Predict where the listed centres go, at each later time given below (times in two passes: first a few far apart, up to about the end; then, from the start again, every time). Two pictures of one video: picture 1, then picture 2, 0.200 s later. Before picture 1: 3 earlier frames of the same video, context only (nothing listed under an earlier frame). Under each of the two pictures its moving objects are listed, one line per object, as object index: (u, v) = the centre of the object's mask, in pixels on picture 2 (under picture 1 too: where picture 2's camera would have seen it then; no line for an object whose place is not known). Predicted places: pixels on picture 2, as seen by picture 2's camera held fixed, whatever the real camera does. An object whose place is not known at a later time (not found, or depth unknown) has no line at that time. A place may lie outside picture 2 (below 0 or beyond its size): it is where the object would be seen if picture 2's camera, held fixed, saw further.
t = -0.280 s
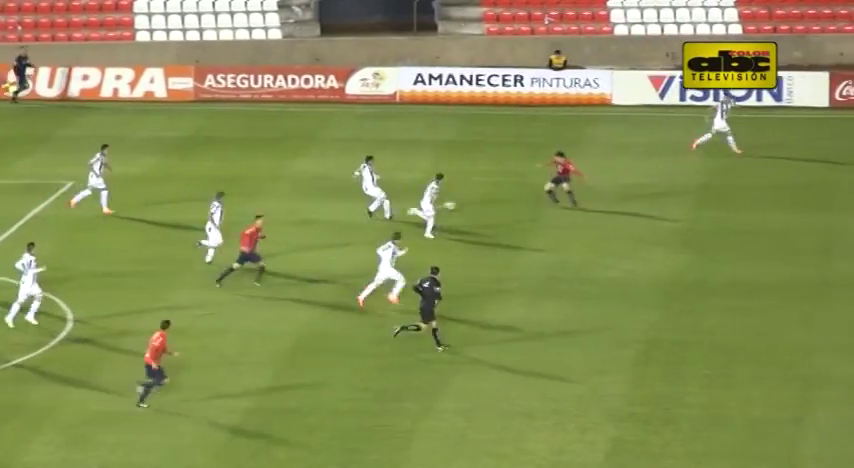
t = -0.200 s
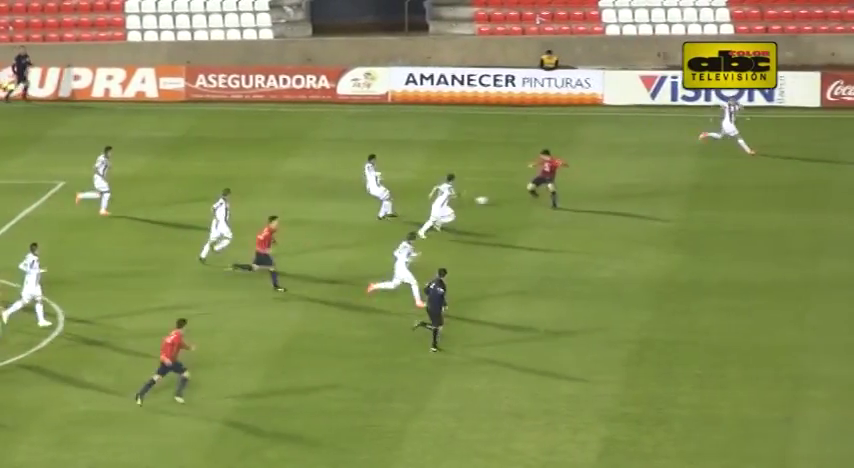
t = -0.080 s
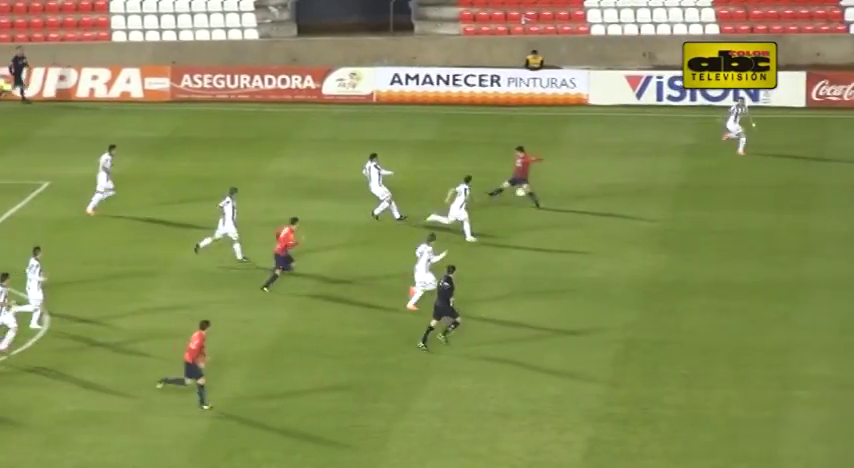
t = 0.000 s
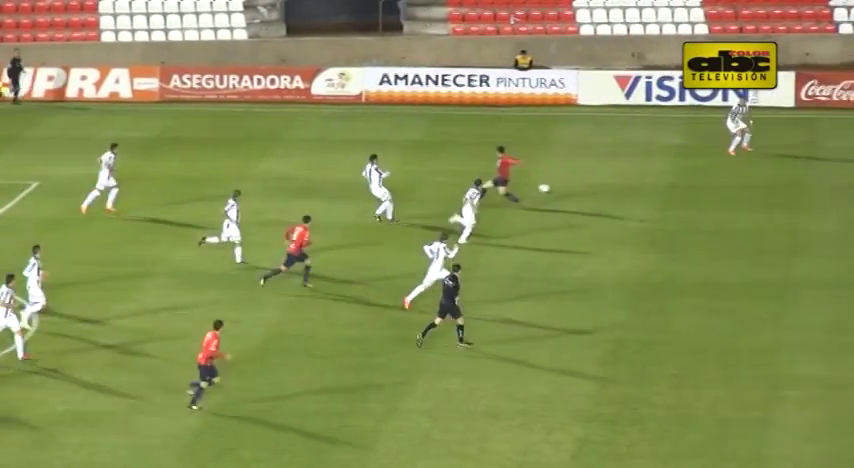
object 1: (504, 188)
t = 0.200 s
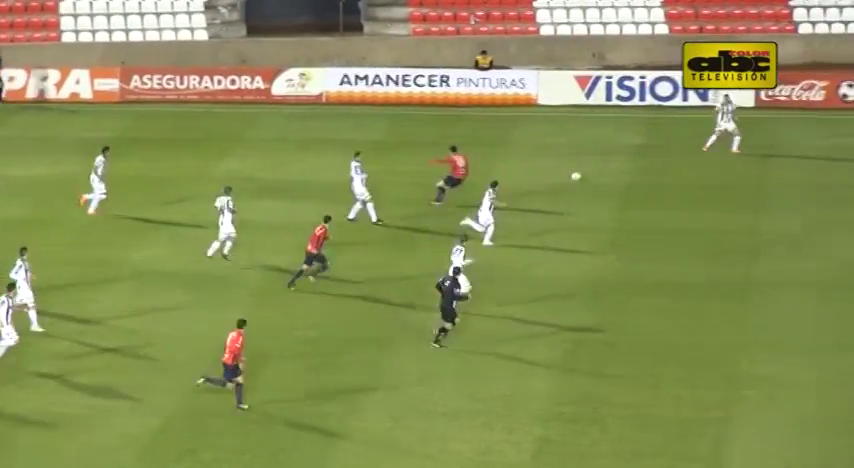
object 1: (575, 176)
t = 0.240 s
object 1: (587, 174)
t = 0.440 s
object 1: (644, 164)
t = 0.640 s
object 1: (693, 157)
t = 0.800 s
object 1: (726, 153)
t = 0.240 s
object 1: (587, 174)
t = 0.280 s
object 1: (600, 172)
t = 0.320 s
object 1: (612, 170)
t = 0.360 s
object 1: (623, 168)
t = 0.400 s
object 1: (634, 166)
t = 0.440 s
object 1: (644, 164)
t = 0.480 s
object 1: (654, 162)
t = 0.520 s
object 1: (664, 160)
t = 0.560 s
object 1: (674, 160)
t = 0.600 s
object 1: (684, 159)
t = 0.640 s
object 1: (693, 157)
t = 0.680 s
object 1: (702, 156)
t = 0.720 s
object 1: (710, 155)
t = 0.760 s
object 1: (719, 154)
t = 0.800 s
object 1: (726, 153)
